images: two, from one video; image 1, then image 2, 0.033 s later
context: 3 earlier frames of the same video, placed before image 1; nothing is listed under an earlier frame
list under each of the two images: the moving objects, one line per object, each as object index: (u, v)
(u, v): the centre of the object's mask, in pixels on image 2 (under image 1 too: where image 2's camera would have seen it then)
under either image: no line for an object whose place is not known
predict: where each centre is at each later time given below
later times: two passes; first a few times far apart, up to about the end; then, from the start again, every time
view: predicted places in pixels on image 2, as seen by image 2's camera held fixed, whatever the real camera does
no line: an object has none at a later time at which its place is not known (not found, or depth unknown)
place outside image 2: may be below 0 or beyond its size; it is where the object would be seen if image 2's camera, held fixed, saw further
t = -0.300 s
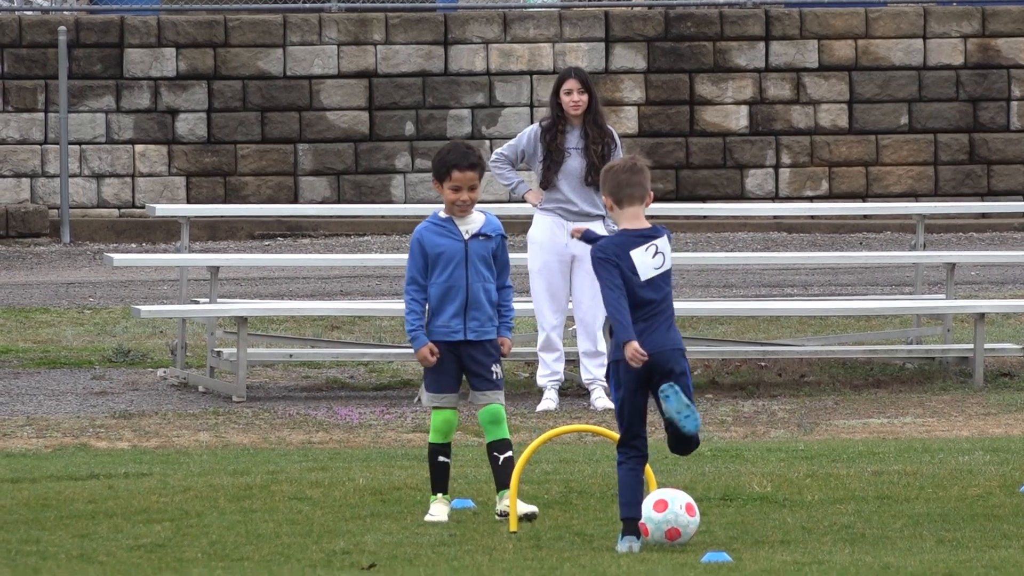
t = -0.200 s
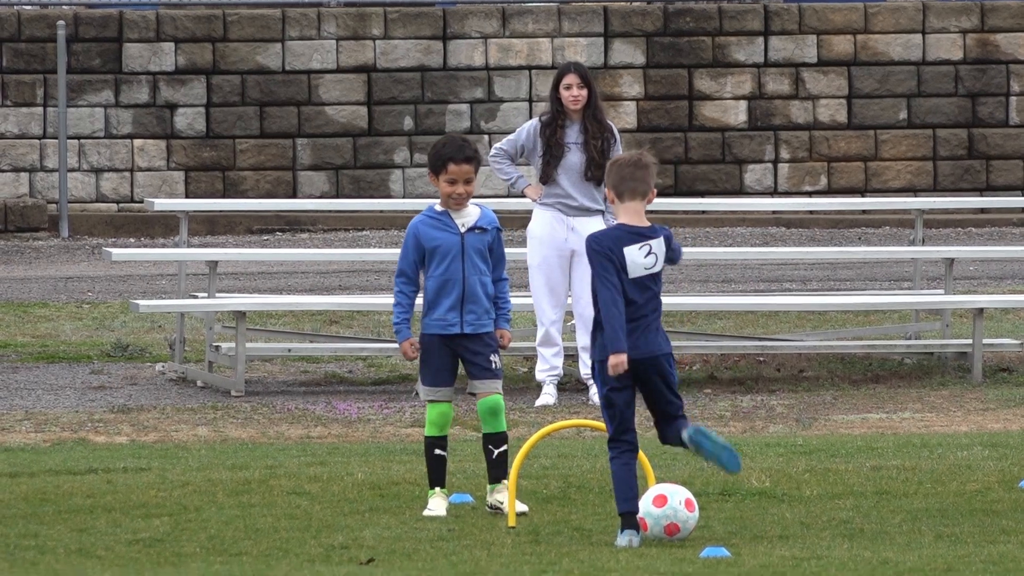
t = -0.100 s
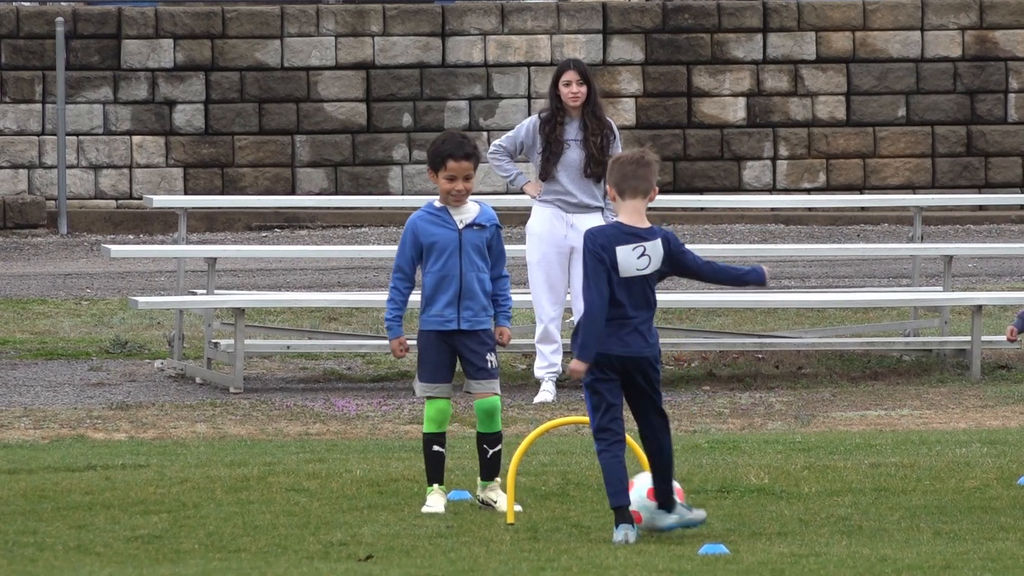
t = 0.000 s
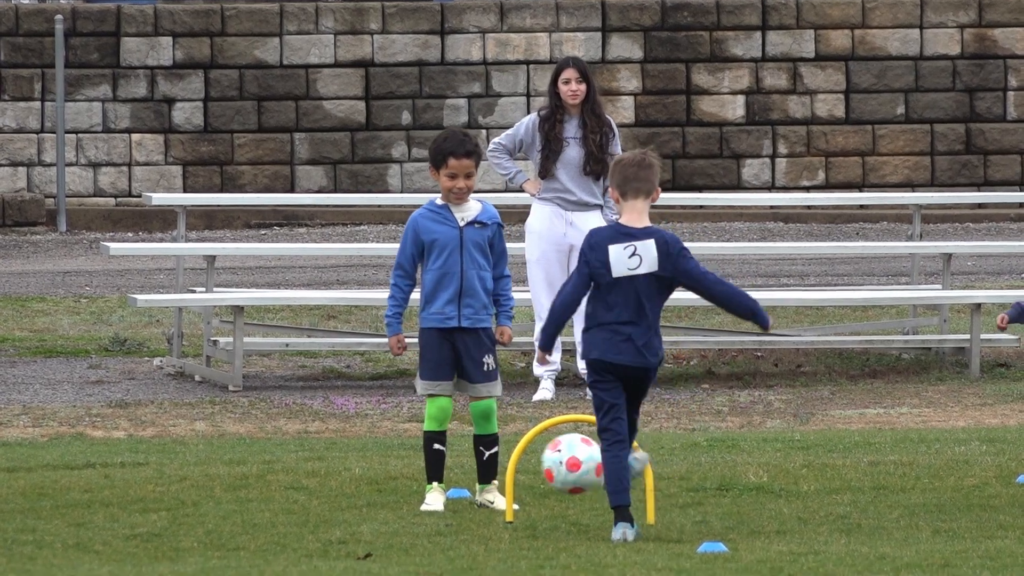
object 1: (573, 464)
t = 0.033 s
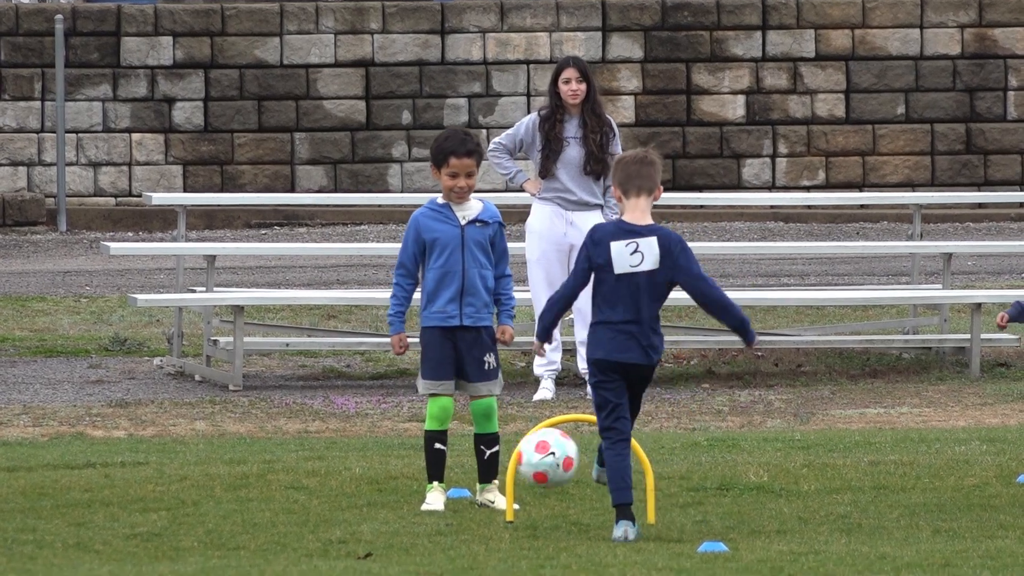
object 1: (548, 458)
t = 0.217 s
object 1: (405, 464)
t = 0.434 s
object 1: (265, 482)
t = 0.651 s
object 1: (151, 495)
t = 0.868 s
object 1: (47, 497)
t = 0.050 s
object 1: (535, 456)
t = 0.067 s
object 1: (521, 456)
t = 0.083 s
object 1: (508, 455)
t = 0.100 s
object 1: (496, 455)
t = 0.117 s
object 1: (483, 454)
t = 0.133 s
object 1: (470, 454)
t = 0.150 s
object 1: (457, 454)
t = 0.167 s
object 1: (444, 455)
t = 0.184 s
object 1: (431, 457)
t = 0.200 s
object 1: (418, 460)
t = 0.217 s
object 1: (405, 464)
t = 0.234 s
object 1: (392, 469)
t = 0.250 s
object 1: (379, 474)
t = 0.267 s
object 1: (366, 480)
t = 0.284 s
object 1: (353, 487)
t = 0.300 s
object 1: (341, 495)
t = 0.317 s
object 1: (328, 501)
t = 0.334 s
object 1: (318, 498)
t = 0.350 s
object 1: (310, 494)
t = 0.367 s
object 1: (301, 490)
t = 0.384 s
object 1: (291, 487)
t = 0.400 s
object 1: (282, 484)
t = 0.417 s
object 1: (273, 482)
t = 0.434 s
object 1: (265, 482)
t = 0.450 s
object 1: (256, 482)
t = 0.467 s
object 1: (246, 482)
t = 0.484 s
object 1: (237, 484)
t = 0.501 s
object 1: (228, 486)
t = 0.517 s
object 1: (219, 489)
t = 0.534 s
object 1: (210, 493)
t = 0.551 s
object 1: (201, 498)
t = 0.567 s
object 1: (192, 499)
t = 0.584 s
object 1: (184, 497)
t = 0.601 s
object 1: (175, 496)
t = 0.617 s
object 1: (167, 495)
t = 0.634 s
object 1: (159, 495)
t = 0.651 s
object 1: (151, 495)
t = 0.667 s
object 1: (143, 496)
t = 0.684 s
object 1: (135, 497)
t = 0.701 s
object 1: (126, 498)
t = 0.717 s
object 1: (118, 497)
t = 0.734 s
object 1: (110, 497)
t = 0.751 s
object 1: (102, 498)
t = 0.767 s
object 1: (93, 497)
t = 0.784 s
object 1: (85, 497)
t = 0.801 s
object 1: (77, 496)
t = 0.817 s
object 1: (70, 495)
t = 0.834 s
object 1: (62, 495)
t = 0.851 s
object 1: (55, 495)
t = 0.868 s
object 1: (47, 497)
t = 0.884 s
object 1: (39, 498)
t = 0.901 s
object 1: (32, 499)
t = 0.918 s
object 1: (25, 497)
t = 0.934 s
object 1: (17, 496)
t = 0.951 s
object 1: (10, 496)
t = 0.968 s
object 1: (4, 495)
